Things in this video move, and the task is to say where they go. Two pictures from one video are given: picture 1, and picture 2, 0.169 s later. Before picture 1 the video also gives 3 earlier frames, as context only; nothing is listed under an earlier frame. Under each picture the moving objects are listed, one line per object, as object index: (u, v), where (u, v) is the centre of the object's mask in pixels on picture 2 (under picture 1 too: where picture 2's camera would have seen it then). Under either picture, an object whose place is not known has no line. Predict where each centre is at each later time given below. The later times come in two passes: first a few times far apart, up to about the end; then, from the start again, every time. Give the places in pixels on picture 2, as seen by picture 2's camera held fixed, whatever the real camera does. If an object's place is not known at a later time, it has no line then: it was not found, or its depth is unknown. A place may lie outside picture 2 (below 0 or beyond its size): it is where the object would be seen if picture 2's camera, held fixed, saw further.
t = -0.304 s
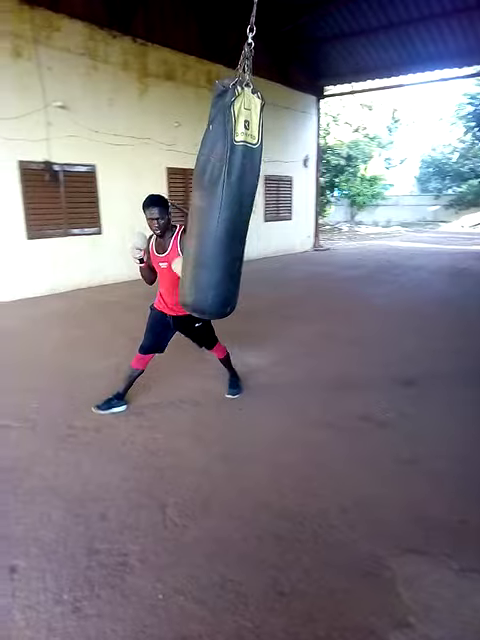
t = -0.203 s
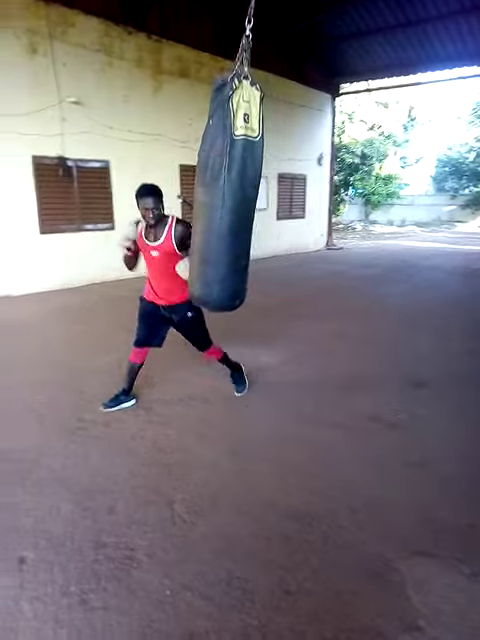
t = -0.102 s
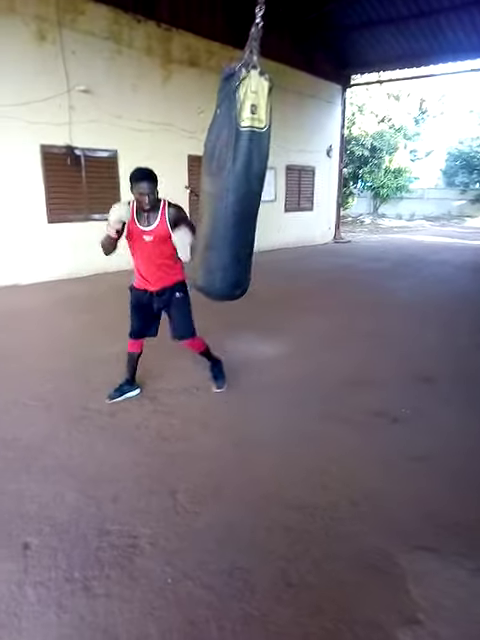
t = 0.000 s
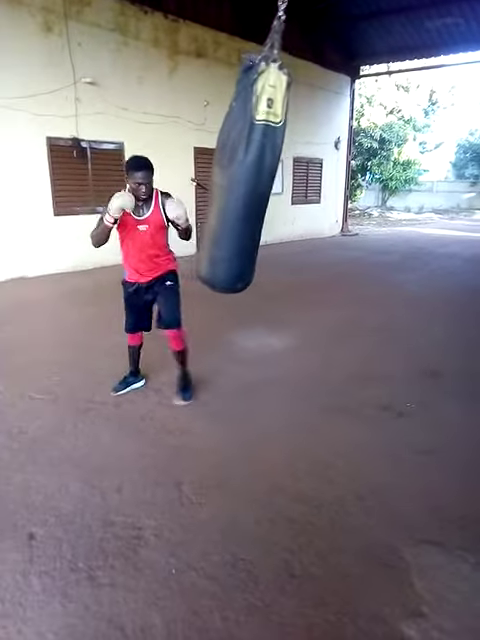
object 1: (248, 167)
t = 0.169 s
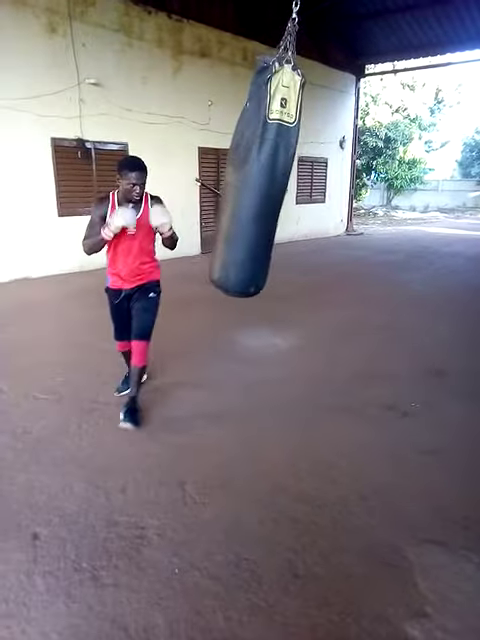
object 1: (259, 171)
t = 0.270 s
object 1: (264, 174)
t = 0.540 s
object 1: (309, 185)
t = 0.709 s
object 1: (341, 191)
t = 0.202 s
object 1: (260, 172)
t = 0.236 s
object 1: (262, 174)
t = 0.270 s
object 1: (264, 174)
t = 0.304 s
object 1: (266, 174)
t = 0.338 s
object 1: (271, 174)
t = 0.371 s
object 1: (276, 179)
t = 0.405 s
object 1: (281, 179)
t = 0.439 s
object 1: (287, 180)
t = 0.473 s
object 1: (293, 180)
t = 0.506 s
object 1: (301, 182)
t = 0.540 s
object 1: (309, 185)
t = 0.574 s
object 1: (315, 183)
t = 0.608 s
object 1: (321, 182)
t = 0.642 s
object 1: (329, 185)
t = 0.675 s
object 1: (336, 190)
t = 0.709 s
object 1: (341, 191)
